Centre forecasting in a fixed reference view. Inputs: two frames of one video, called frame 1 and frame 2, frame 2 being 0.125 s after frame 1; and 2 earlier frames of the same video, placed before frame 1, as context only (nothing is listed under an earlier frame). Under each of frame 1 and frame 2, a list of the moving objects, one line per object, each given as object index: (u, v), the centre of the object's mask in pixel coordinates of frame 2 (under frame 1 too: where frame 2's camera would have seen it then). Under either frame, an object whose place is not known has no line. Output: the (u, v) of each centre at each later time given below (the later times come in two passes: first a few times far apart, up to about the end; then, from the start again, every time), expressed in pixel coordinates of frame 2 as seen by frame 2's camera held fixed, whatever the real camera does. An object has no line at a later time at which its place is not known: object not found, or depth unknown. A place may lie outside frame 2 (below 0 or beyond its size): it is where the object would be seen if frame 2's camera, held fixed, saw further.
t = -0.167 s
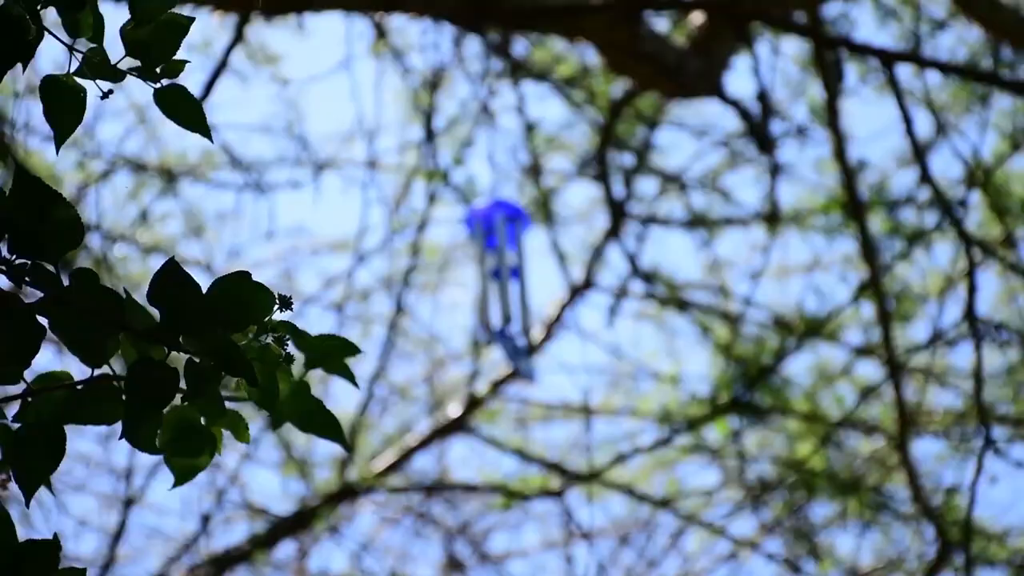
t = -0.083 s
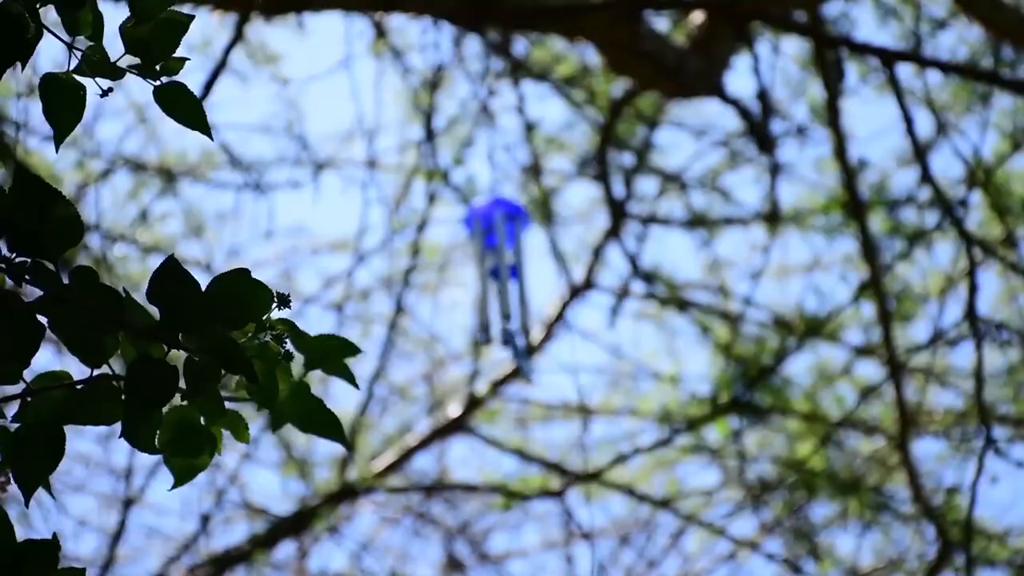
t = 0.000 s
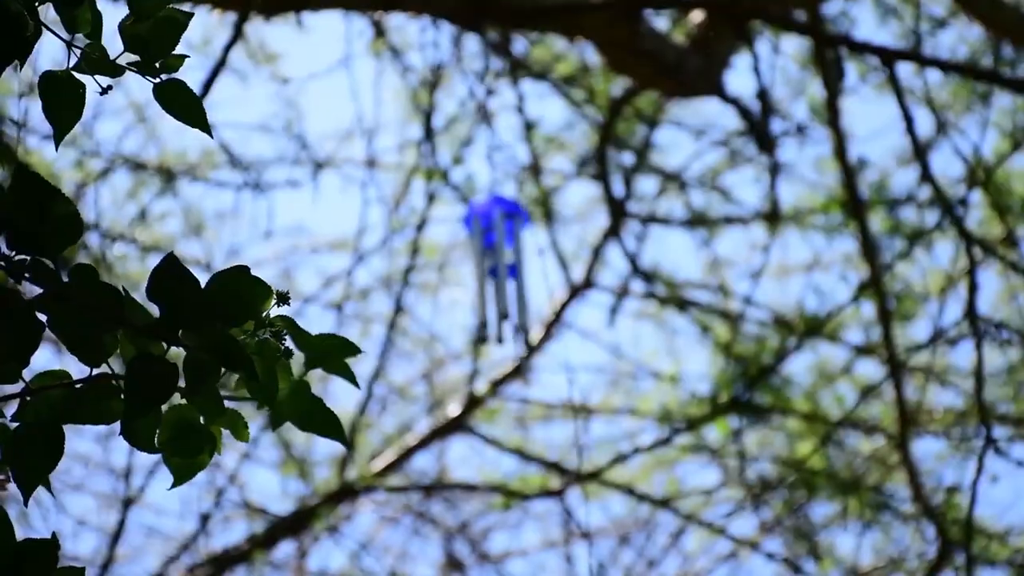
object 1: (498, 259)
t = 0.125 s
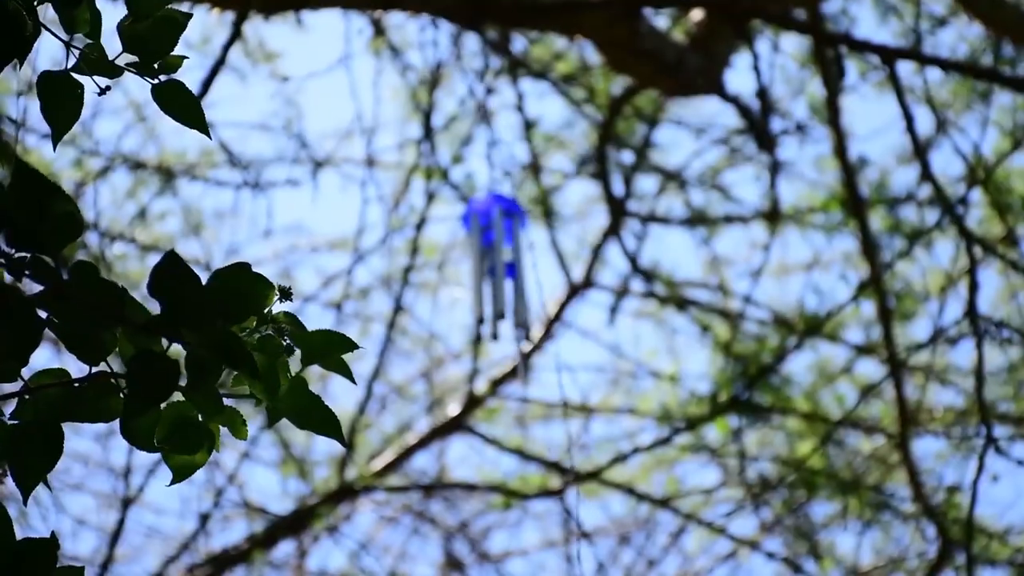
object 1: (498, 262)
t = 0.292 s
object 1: (494, 256)
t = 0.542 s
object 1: (498, 281)
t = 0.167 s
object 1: (497, 262)
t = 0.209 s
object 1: (496, 257)
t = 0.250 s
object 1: (496, 256)
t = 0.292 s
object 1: (494, 256)
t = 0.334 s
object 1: (494, 256)
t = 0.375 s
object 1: (495, 262)
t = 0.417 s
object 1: (496, 267)
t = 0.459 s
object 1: (496, 270)
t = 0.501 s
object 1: (498, 278)
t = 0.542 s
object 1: (498, 281)
